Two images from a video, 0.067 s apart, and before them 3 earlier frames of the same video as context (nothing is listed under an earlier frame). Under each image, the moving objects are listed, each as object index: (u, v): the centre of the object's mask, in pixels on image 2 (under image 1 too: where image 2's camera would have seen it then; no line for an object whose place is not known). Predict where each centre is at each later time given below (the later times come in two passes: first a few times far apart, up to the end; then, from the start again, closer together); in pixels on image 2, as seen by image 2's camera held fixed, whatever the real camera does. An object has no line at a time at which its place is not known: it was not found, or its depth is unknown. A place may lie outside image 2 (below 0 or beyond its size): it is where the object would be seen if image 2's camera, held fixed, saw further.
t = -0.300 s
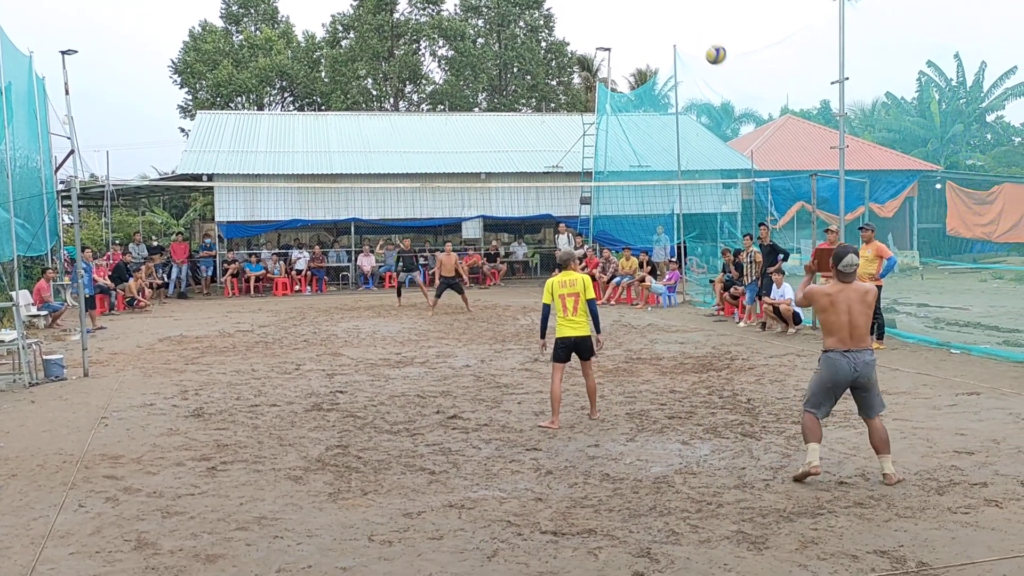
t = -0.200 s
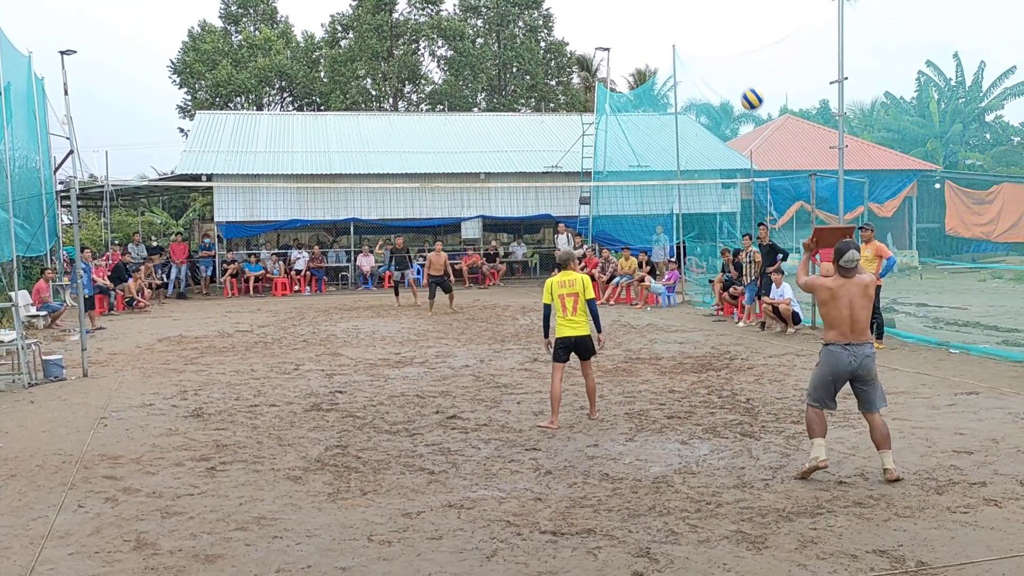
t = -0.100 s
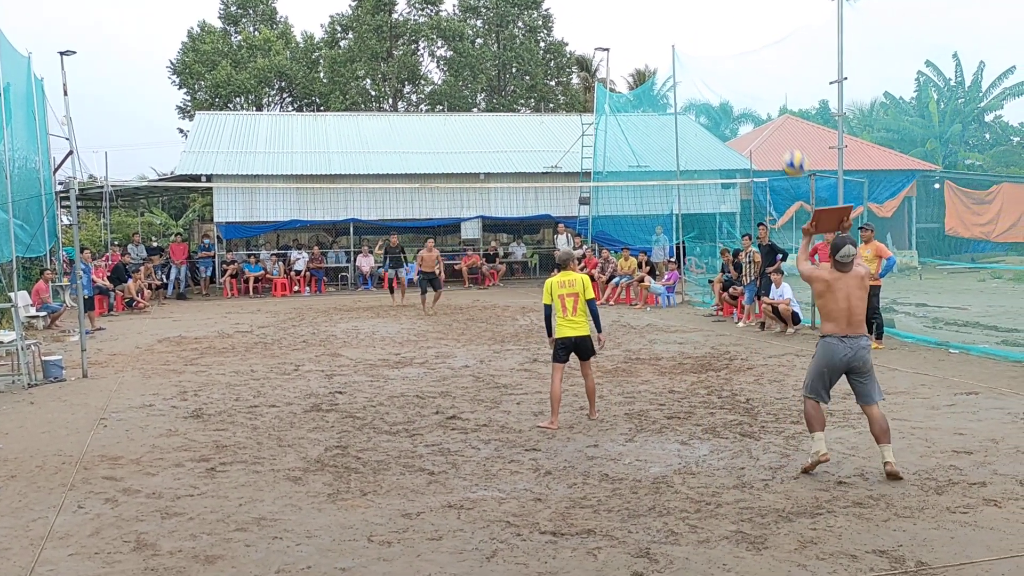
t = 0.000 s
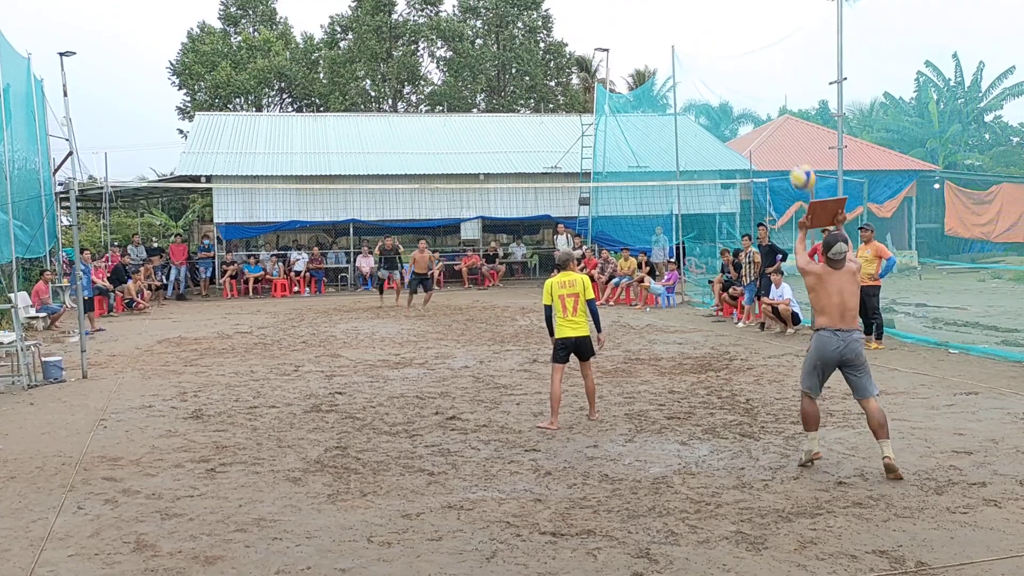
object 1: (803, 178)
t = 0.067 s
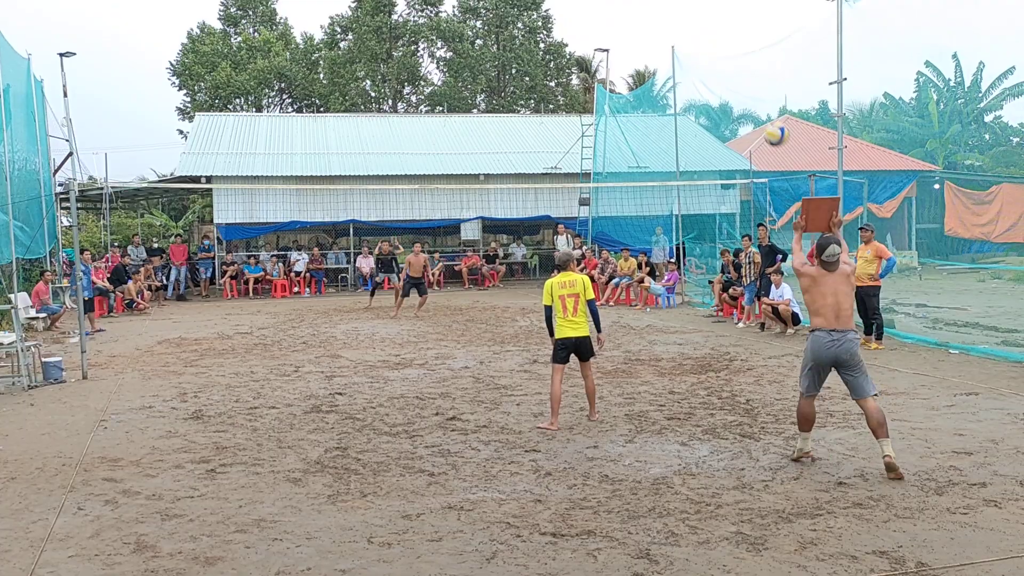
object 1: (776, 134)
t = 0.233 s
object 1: (720, 61)
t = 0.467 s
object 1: (659, 23)
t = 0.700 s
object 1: (613, 35)
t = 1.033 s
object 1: (568, 110)
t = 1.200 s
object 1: (550, 165)
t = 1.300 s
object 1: (541, 202)
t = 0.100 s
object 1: (764, 116)
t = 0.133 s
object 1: (752, 100)
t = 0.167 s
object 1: (740, 85)
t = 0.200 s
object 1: (730, 73)
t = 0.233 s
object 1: (720, 61)
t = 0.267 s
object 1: (710, 52)
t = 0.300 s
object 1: (701, 44)
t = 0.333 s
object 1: (692, 37)
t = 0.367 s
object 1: (683, 32)
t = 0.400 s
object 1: (675, 28)
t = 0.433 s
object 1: (667, 25)
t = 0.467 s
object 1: (659, 23)
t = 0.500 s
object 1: (652, 22)
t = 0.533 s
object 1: (644, 22)
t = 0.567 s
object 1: (638, 23)
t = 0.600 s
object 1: (631, 25)
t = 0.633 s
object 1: (625, 27)
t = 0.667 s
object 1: (619, 31)
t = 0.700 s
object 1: (613, 35)
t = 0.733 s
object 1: (607, 40)
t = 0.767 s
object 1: (602, 46)
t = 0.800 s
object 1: (597, 52)
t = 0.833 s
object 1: (592, 59)
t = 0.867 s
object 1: (588, 66)
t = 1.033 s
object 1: (568, 110)
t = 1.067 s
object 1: (564, 121)
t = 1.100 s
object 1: (560, 132)
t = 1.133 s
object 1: (557, 142)
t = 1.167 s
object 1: (554, 154)
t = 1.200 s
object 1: (550, 165)
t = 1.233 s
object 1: (547, 177)
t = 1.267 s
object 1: (544, 189)
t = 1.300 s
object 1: (541, 202)
